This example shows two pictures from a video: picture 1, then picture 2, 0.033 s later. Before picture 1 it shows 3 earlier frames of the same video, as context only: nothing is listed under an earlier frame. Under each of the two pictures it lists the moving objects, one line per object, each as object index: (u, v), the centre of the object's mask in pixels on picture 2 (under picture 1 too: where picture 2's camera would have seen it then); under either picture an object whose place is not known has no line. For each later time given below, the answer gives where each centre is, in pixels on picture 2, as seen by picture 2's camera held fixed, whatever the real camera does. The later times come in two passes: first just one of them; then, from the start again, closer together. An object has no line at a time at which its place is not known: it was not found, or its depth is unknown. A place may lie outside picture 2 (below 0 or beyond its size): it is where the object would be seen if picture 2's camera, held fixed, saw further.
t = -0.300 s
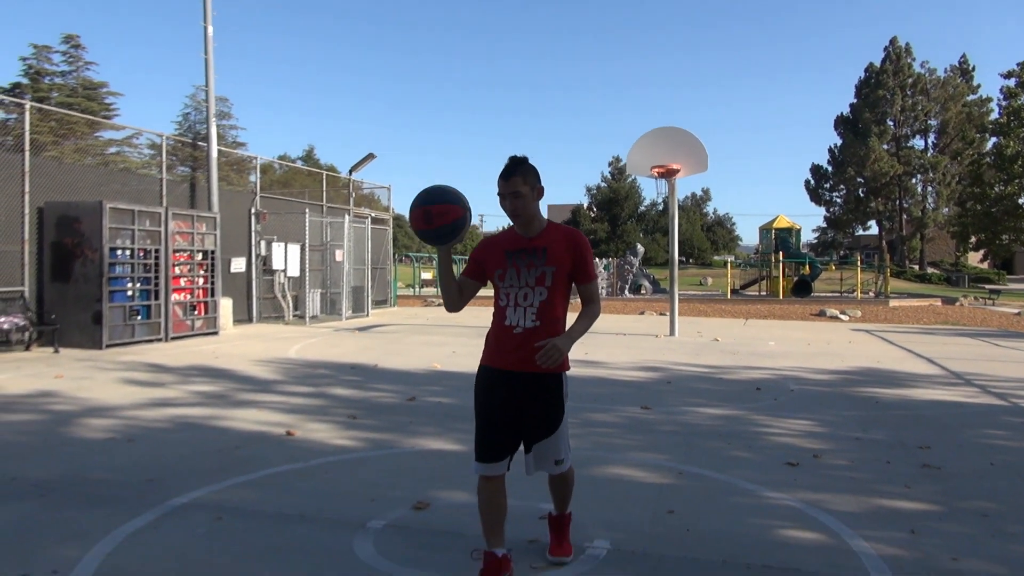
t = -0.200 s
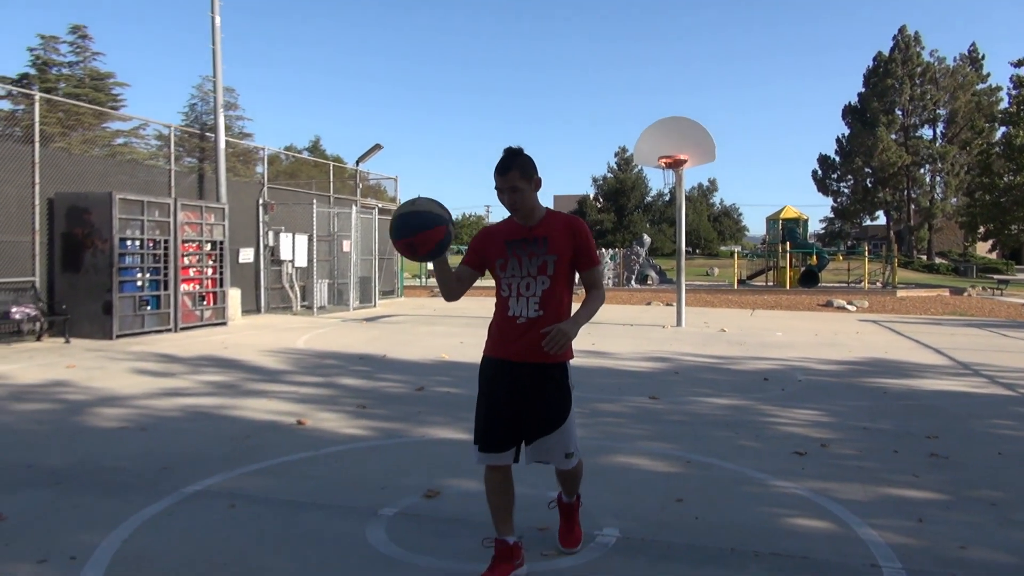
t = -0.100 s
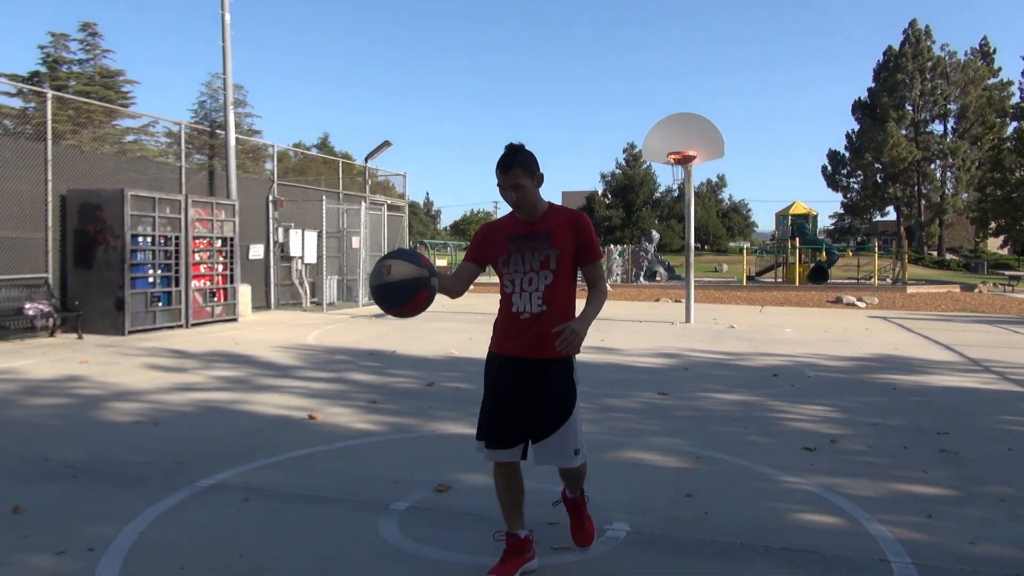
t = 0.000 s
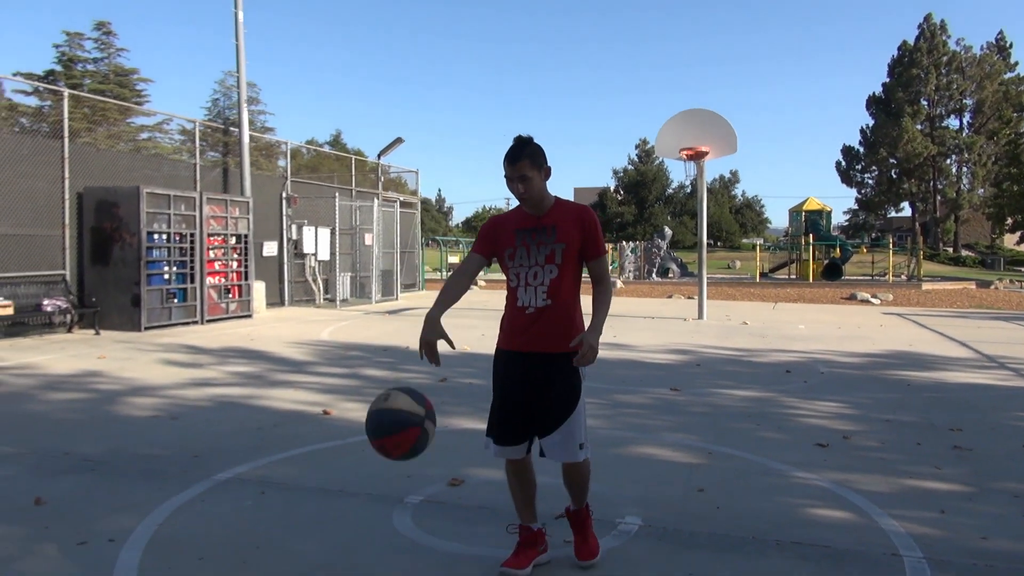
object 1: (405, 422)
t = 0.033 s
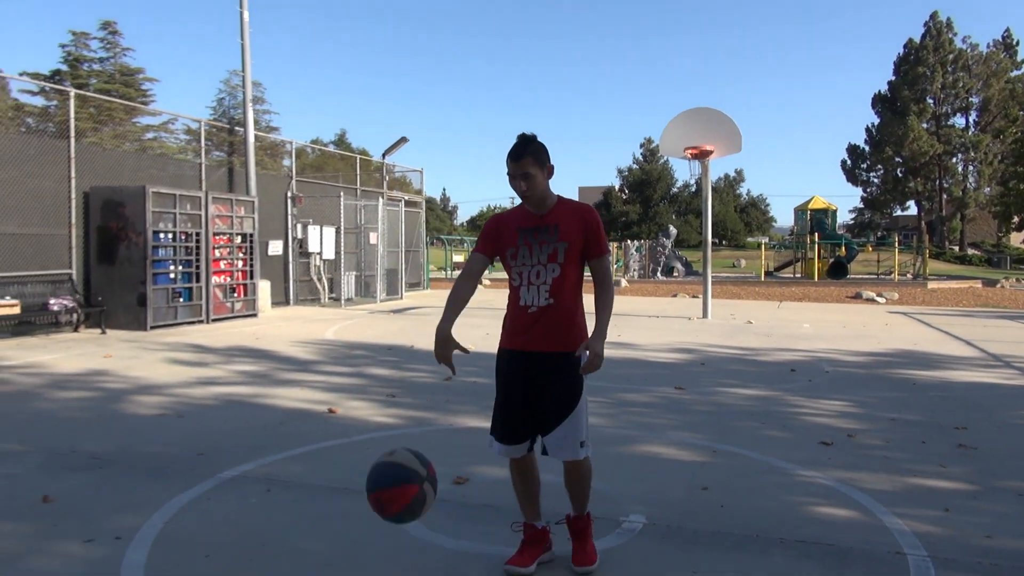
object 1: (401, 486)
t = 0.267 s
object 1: (394, 411)
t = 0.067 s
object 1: (397, 550)
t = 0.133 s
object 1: (395, 561)
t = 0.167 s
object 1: (395, 525)
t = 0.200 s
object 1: (395, 484)
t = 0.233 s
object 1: (394, 446)
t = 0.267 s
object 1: (394, 411)
